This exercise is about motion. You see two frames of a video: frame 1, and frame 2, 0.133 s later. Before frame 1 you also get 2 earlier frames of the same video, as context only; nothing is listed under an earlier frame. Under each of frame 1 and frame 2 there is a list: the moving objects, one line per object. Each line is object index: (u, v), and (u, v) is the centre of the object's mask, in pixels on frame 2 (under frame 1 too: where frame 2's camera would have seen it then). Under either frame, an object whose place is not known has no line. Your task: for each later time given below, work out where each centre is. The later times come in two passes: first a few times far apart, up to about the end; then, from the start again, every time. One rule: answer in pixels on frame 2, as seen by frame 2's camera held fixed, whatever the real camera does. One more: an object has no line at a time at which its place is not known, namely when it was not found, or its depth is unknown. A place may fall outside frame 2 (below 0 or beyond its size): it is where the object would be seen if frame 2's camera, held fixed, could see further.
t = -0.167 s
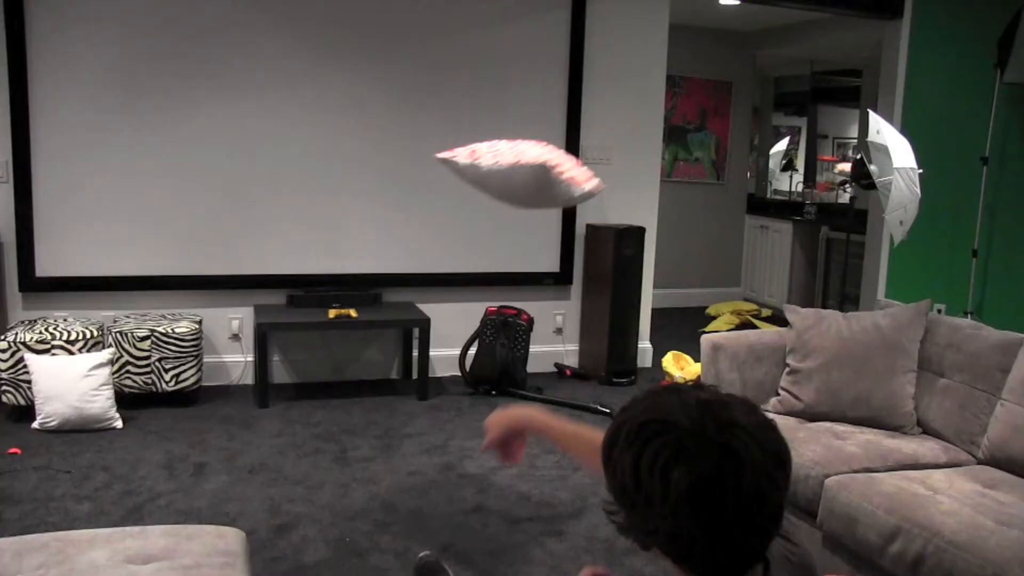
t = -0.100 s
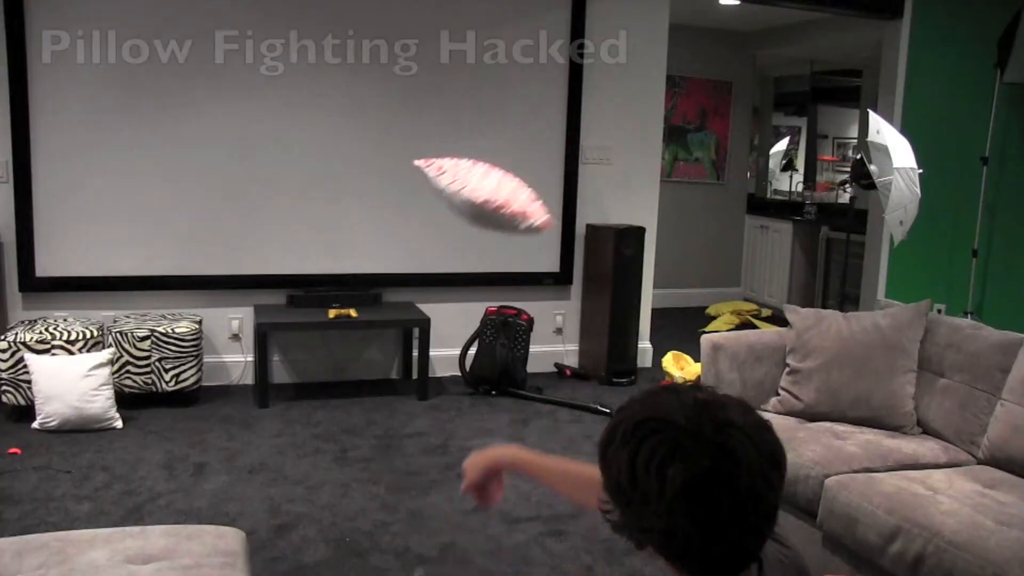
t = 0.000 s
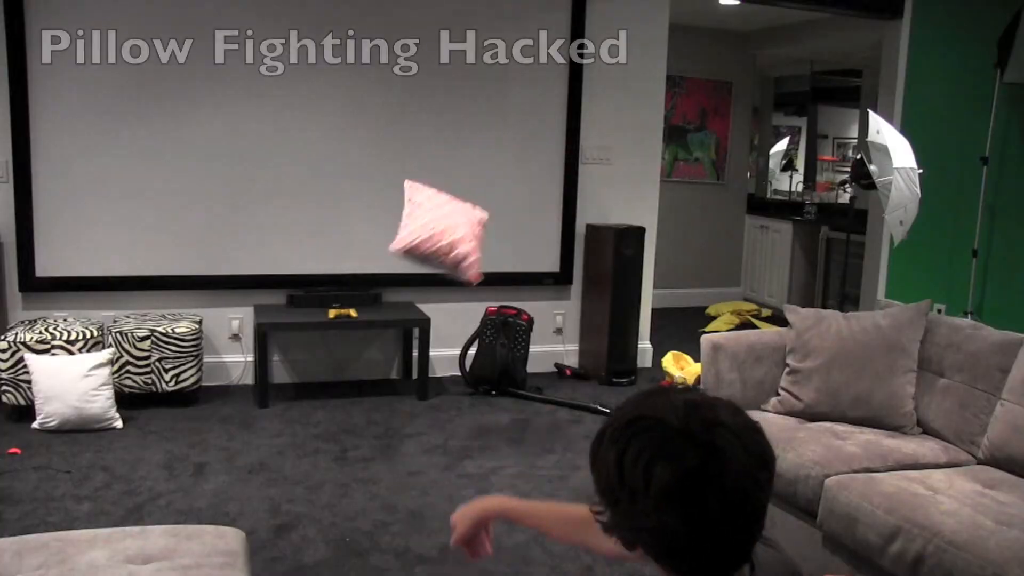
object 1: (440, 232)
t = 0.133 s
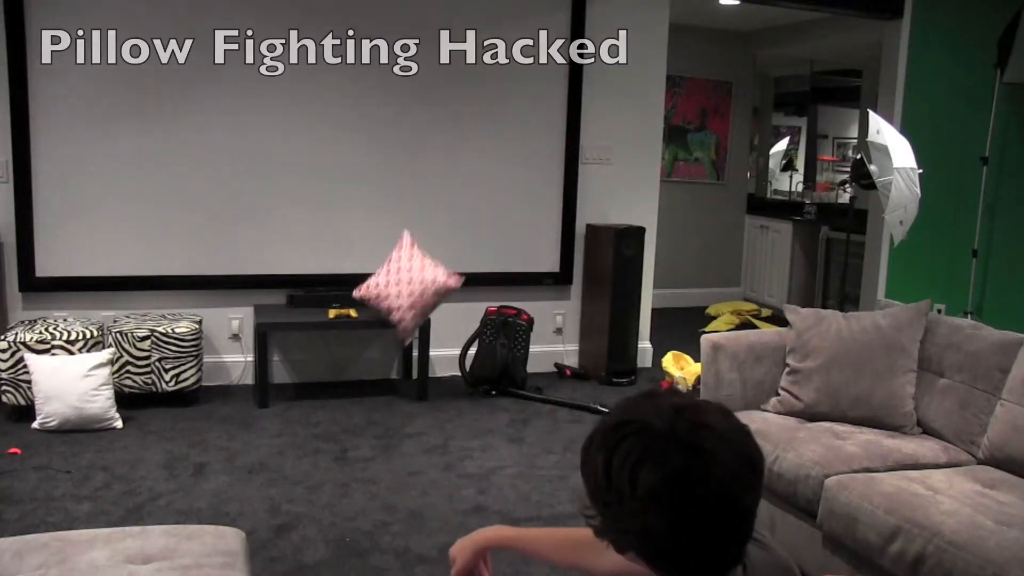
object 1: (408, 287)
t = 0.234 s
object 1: (412, 294)
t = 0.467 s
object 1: (447, 275)
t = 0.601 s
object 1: (455, 275)
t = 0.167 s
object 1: (403, 300)
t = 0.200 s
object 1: (406, 304)
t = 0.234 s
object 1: (412, 294)
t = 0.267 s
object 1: (416, 290)
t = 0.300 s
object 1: (422, 285)
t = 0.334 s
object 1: (427, 279)
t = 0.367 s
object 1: (433, 276)
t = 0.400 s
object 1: (439, 274)
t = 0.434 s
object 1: (443, 274)
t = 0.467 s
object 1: (447, 275)
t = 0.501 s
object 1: (450, 277)
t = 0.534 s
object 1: (452, 276)
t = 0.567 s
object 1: (454, 276)
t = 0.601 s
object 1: (455, 275)
